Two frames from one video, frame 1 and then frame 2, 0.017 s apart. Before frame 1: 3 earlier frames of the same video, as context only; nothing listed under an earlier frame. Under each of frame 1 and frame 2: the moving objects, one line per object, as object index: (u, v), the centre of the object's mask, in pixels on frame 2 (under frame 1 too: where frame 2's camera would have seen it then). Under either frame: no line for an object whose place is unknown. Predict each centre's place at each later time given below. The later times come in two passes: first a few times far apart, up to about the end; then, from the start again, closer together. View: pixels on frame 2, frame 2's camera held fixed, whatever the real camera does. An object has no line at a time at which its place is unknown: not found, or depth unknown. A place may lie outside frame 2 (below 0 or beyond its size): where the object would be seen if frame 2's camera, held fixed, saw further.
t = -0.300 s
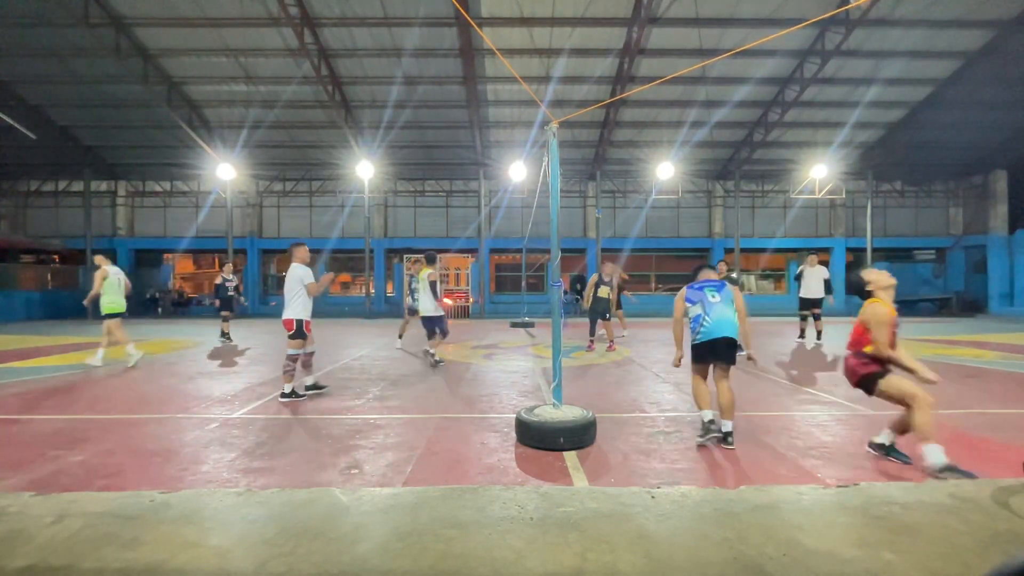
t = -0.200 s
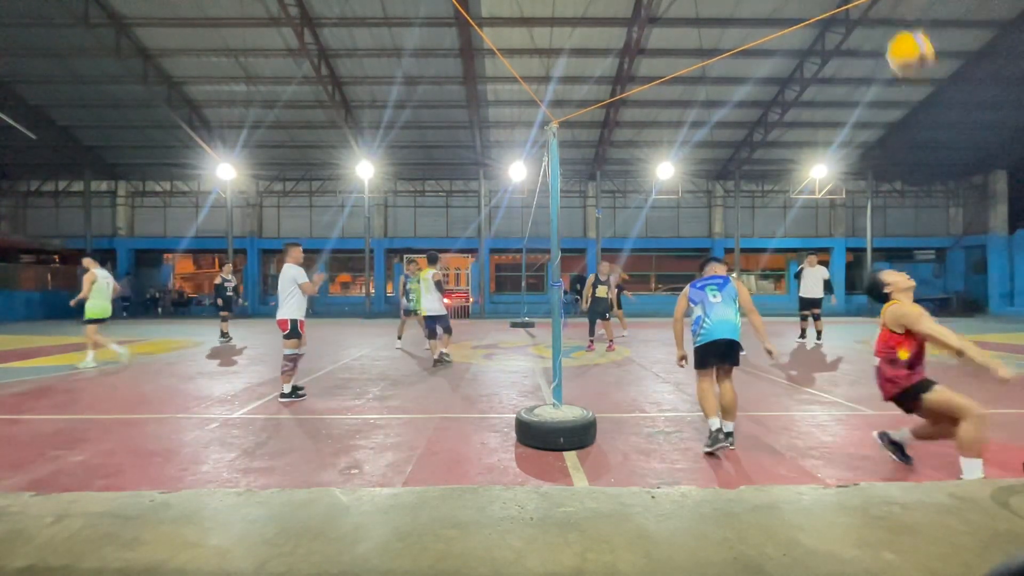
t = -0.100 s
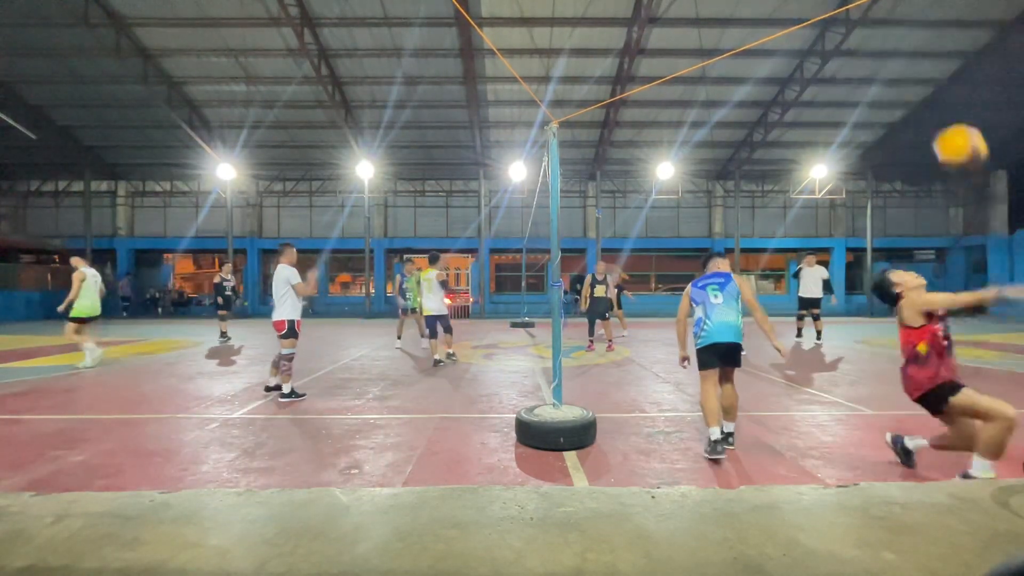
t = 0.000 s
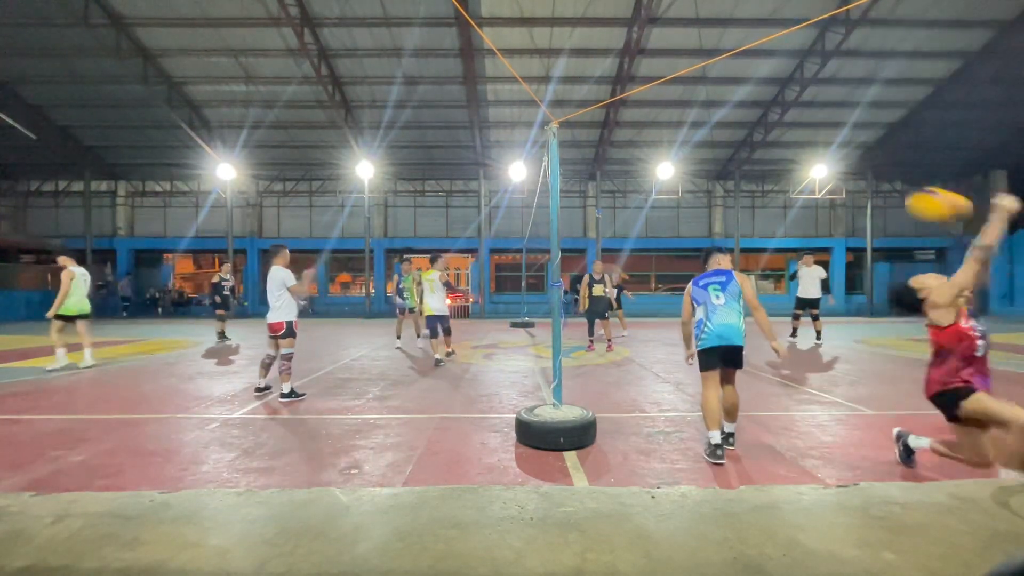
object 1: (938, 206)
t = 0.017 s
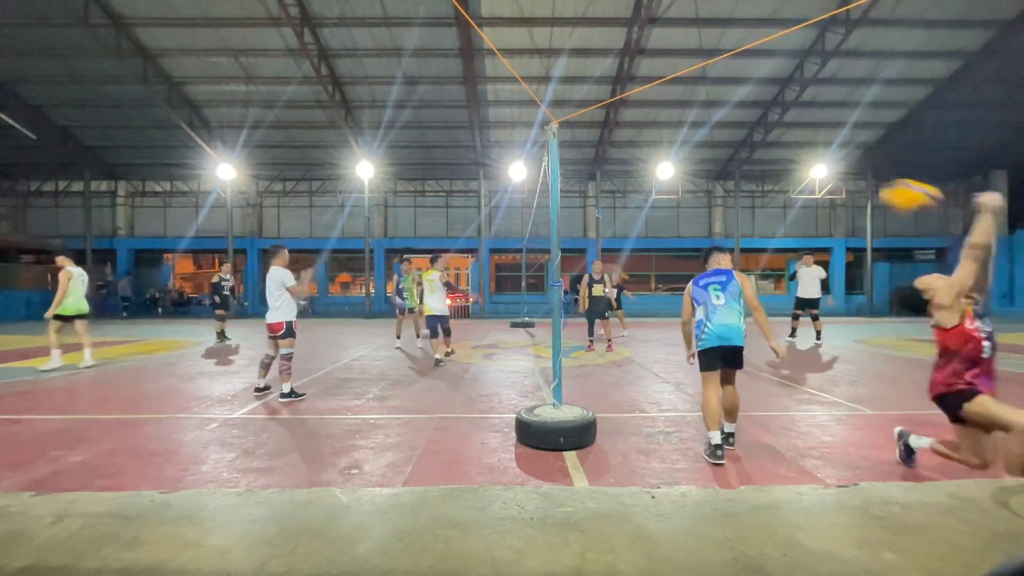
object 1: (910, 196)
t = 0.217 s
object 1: (692, 147)
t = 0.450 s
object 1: (563, 163)
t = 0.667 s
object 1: (484, 207)
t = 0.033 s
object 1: (886, 188)
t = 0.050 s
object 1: (864, 181)
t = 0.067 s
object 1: (843, 175)
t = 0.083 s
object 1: (819, 169)
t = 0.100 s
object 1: (796, 162)
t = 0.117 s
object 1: (779, 160)
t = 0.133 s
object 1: (764, 157)
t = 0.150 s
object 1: (747, 154)
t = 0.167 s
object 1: (731, 152)
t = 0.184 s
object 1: (717, 151)
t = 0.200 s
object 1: (705, 149)
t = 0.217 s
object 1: (692, 147)
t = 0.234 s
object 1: (679, 146)
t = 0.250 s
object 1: (664, 146)
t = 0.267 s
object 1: (653, 146)
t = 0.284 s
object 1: (642, 147)
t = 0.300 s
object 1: (632, 147)
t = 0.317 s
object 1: (622, 148)
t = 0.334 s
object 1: (613, 150)
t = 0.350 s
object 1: (603, 152)
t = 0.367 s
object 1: (594, 153)
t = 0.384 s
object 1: (586, 155)
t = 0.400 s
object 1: (578, 157)
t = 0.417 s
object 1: (571, 159)
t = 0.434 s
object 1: (568, 159)
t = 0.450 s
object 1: (563, 163)
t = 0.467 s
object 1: (546, 164)
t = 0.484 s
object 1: (542, 166)
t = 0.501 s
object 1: (535, 168)
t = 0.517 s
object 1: (532, 175)
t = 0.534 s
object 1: (532, 176)
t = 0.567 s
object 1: (508, 187)
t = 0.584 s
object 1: (504, 189)
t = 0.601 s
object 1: (500, 191)
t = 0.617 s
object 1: (496, 196)
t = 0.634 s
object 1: (493, 198)
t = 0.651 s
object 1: (487, 202)
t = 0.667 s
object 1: (484, 207)
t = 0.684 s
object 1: (479, 211)
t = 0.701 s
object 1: (474, 216)
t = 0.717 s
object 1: (470, 219)
